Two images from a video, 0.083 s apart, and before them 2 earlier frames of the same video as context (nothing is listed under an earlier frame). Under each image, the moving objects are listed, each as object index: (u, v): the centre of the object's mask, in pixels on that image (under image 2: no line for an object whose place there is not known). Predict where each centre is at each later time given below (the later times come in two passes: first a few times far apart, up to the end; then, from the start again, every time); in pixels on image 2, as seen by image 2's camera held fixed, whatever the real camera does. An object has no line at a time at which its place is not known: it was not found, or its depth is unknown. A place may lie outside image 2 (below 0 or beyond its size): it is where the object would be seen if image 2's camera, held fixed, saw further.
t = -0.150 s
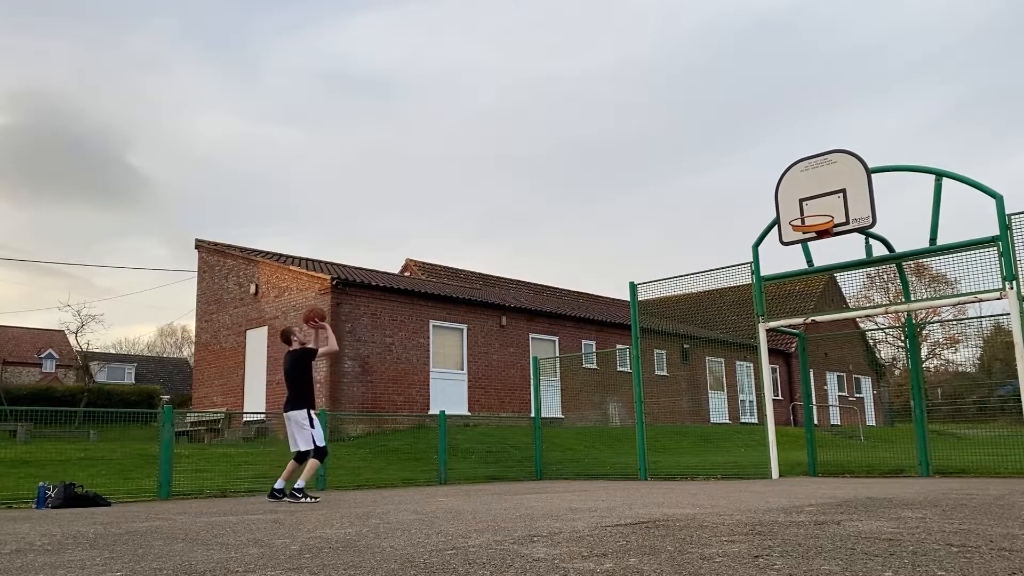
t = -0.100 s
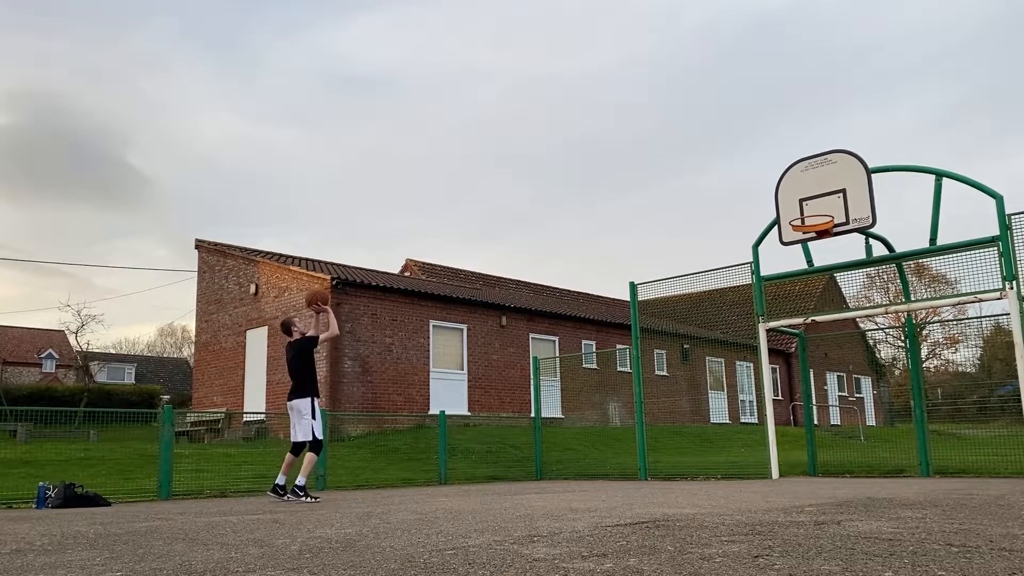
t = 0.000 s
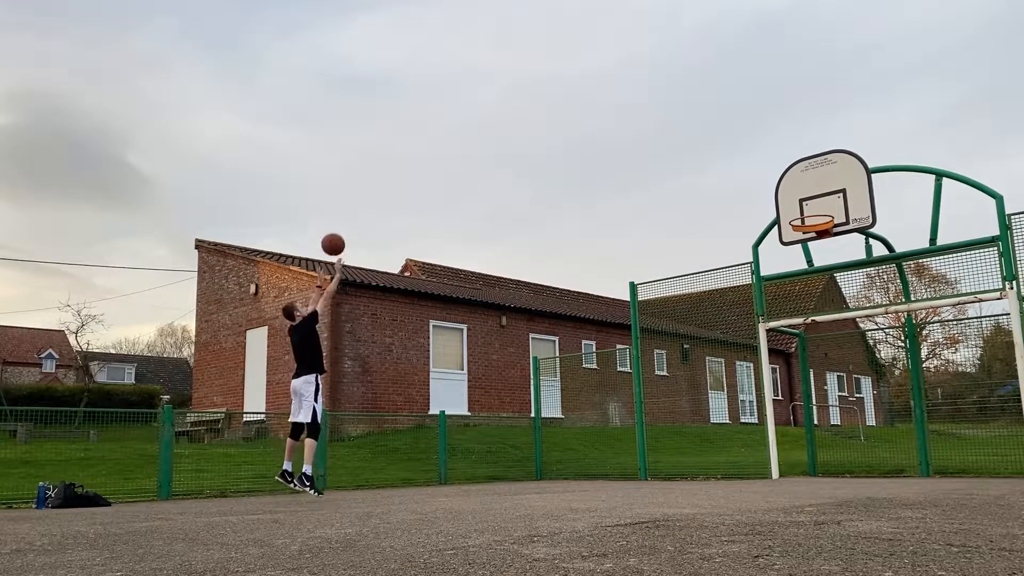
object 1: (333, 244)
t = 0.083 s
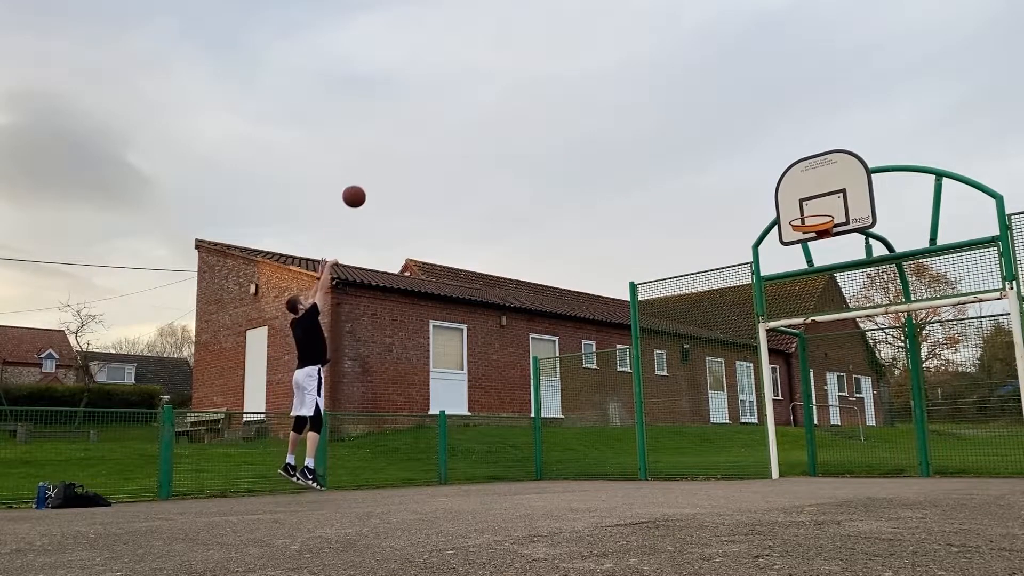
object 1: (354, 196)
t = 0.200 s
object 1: (382, 141)
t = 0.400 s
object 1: (428, 78)
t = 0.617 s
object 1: (476, 50)
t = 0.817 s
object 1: (520, 58)
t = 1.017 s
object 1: (564, 100)
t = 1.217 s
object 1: (610, 175)
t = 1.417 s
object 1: (660, 284)
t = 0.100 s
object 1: (358, 187)
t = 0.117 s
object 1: (362, 179)
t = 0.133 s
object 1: (366, 171)
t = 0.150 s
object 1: (370, 163)
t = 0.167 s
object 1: (374, 156)
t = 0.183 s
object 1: (378, 149)
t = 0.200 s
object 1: (382, 141)
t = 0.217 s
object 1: (386, 135)
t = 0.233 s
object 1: (390, 128)
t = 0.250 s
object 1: (394, 122)
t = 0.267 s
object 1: (398, 116)
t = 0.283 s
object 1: (401, 111)
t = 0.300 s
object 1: (405, 105)
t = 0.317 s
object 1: (409, 100)
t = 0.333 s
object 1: (413, 95)
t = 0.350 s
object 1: (417, 90)
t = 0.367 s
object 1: (421, 86)
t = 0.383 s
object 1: (424, 82)
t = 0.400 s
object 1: (428, 78)
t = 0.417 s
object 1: (432, 74)
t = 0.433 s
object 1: (435, 71)
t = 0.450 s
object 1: (439, 68)
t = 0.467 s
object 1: (443, 65)
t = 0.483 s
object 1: (446, 62)
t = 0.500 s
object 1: (450, 60)
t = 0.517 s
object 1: (454, 58)
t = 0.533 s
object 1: (457, 56)
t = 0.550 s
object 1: (461, 54)
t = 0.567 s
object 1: (465, 53)
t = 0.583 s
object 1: (469, 51)
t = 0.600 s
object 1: (472, 50)
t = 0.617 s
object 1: (476, 50)
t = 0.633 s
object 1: (480, 49)
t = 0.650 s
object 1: (483, 49)
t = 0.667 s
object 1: (487, 49)
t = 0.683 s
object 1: (490, 49)
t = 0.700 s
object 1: (494, 49)
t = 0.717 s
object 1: (498, 50)
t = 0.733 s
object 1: (501, 51)
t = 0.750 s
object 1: (505, 52)
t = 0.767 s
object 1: (509, 53)
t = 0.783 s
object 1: (512, 55)
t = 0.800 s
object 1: (516, 56)
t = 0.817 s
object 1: (520, 58)
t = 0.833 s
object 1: (523, 61)
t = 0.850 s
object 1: (527, 63)
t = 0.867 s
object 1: (531, 66)
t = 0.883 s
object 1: (535, 69)
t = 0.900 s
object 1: (538, 72)
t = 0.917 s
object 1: (542, 75)
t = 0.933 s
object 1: (546, 79)
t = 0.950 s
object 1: (549, 83)
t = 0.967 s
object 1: (553, 87)
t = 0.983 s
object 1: (557, 91)
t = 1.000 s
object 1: (561, 95)
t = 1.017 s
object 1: (564, 100)
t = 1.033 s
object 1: (568, 105)
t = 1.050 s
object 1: (572, 110)
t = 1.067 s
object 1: (576, 116)
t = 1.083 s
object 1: (579, 121)
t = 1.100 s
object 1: (583, 127)
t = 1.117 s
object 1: (587, 133)
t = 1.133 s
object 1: (591, 140)
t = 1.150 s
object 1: (595, 146)
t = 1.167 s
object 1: (599, 153)
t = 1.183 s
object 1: (603, 160)
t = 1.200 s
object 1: (606, 167)
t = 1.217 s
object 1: (610, 175)
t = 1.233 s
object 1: (614, 183)
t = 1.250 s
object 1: (618, 191)
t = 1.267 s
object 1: (622, 199)
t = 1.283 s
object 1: (626, 207)
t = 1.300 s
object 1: (631, 216)
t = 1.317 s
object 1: (635, 225)
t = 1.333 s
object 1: (639, 234)
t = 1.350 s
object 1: (643, 244)
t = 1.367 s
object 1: (647, 253)
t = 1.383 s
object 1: (651, 263)
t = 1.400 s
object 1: (656, 274)
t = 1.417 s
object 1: (660, 284)
